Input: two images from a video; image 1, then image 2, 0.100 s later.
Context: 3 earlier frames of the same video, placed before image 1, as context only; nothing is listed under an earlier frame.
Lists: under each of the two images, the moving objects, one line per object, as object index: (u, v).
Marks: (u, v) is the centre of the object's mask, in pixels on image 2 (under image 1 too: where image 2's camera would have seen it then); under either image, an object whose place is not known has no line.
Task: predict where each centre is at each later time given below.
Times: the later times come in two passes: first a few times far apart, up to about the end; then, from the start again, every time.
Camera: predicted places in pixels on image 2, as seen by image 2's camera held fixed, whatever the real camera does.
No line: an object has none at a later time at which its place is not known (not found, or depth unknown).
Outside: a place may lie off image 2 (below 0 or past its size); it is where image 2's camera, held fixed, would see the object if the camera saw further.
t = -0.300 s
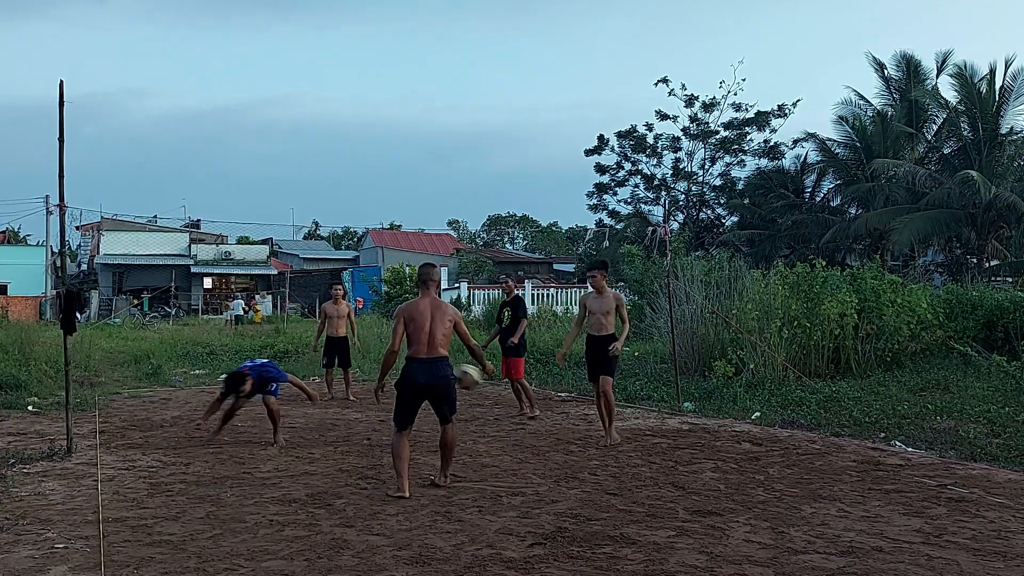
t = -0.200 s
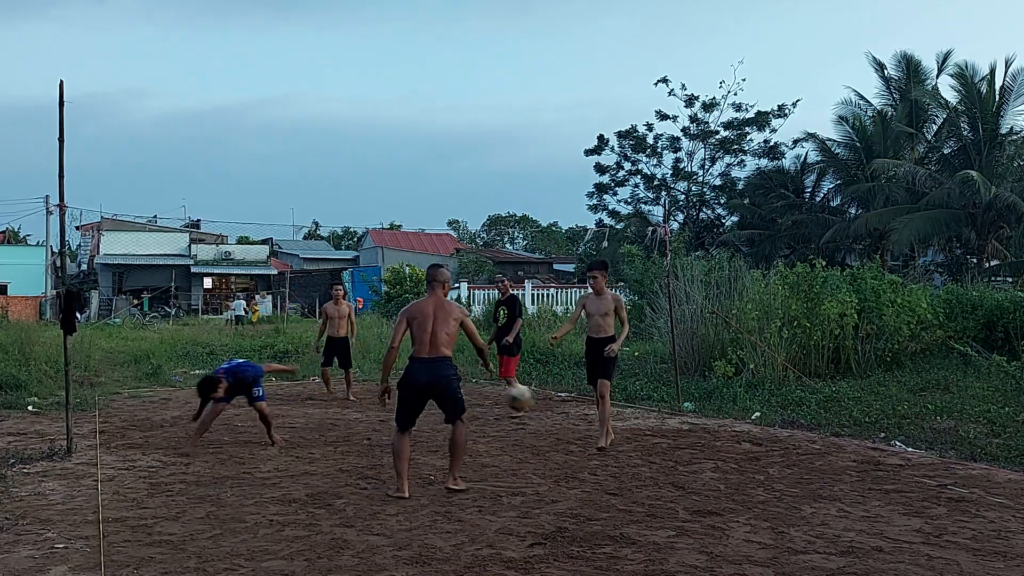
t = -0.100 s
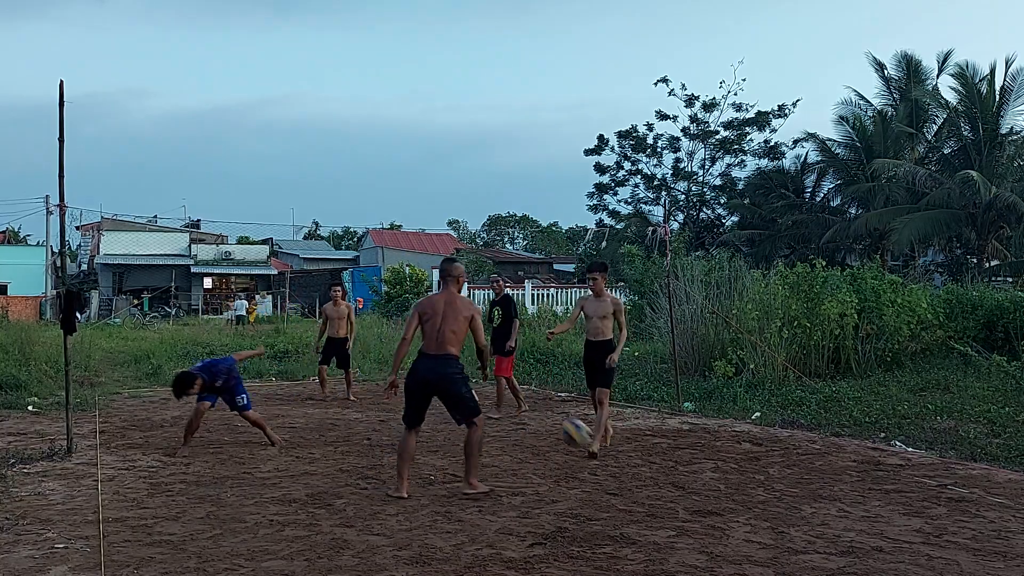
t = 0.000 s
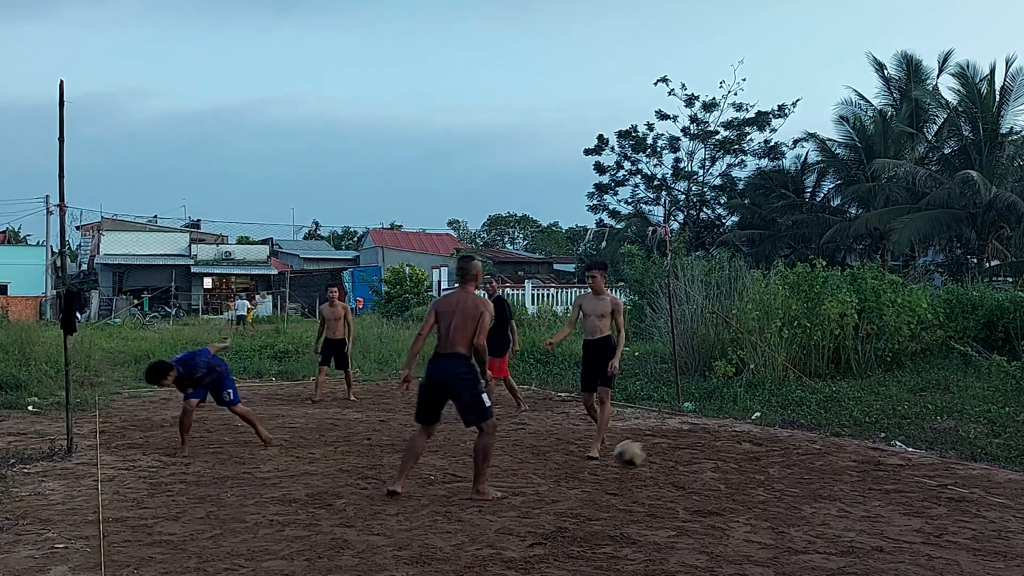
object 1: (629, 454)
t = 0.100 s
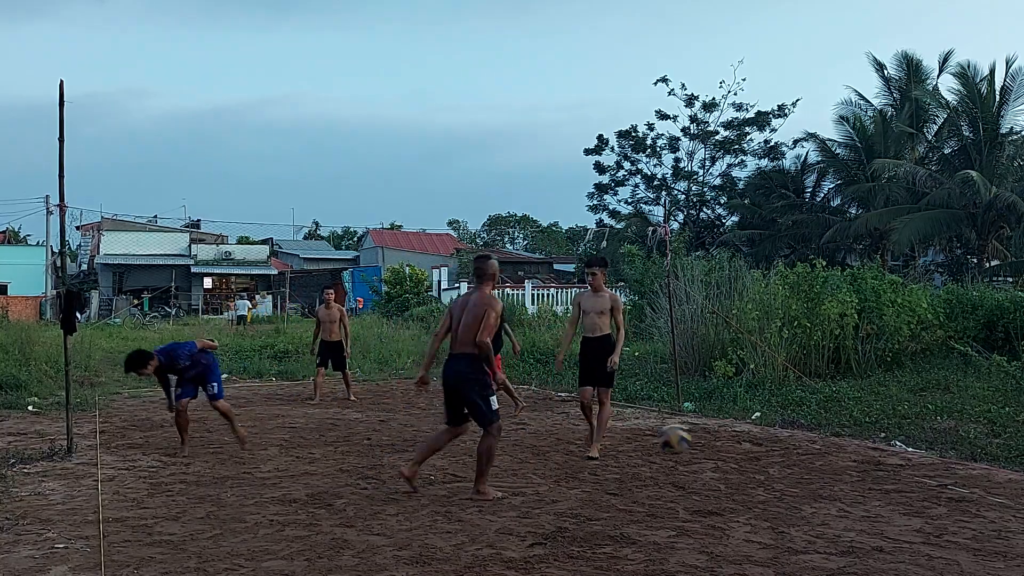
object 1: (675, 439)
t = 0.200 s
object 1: (723, 438)
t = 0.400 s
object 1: (832, 480)
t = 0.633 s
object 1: (975, 470)
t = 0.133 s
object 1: (690, 437)
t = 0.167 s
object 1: (706, 436)
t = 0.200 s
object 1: (723, 438)
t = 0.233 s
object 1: (741, 440)
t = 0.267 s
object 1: (758, 444)
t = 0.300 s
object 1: (776, 450)
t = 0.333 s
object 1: (794, 459)
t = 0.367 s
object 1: (812, 467)
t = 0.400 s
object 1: (832, 480)
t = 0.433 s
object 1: (853, 490)
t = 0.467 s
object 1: (872, 481)
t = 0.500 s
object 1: (891, 475)
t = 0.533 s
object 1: (910, 471)
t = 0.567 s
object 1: (932, 469)
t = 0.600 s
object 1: (954, 468)
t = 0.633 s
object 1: (975, 470)
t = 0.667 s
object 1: (996, 473)
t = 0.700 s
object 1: (1011, 476)
